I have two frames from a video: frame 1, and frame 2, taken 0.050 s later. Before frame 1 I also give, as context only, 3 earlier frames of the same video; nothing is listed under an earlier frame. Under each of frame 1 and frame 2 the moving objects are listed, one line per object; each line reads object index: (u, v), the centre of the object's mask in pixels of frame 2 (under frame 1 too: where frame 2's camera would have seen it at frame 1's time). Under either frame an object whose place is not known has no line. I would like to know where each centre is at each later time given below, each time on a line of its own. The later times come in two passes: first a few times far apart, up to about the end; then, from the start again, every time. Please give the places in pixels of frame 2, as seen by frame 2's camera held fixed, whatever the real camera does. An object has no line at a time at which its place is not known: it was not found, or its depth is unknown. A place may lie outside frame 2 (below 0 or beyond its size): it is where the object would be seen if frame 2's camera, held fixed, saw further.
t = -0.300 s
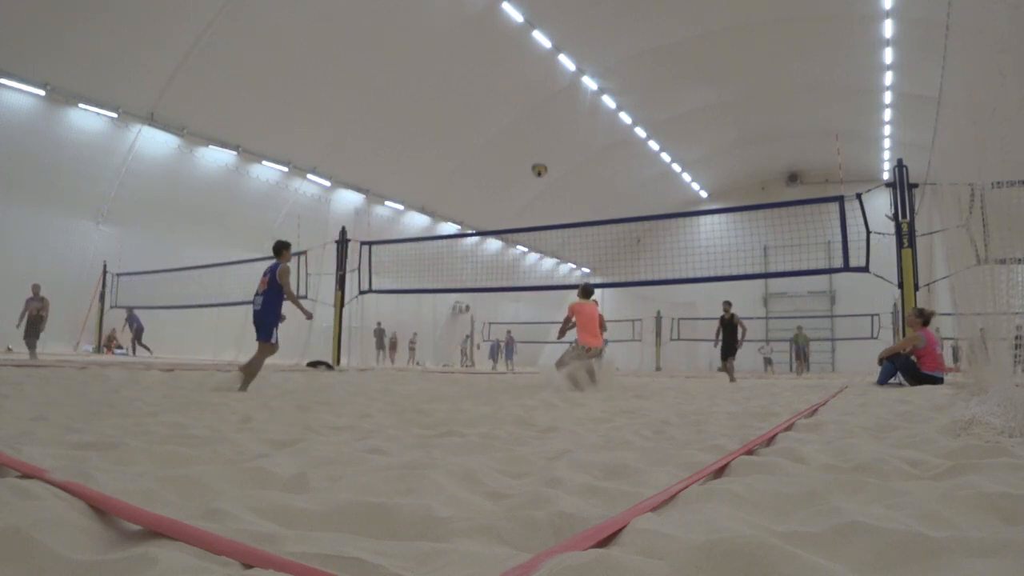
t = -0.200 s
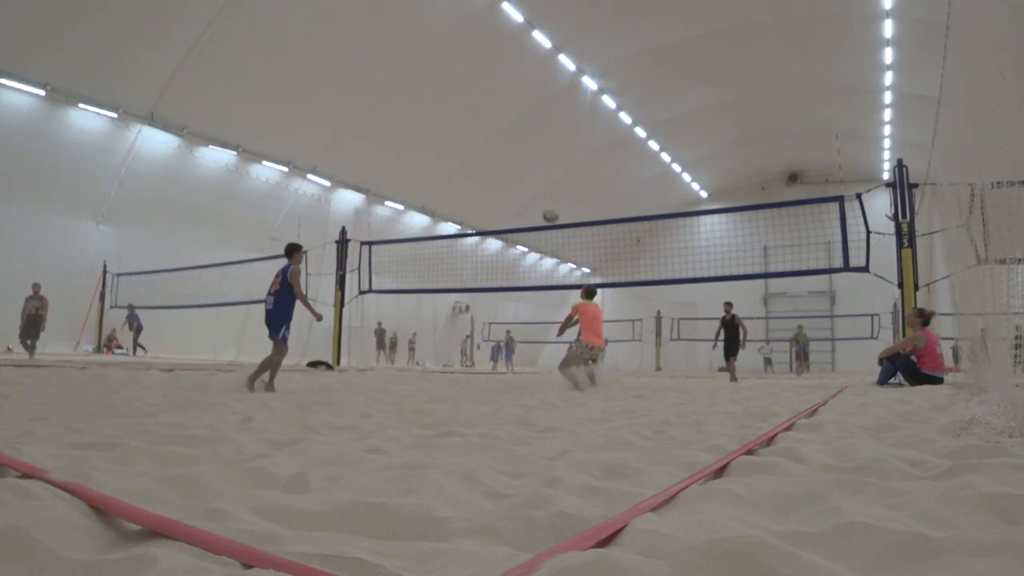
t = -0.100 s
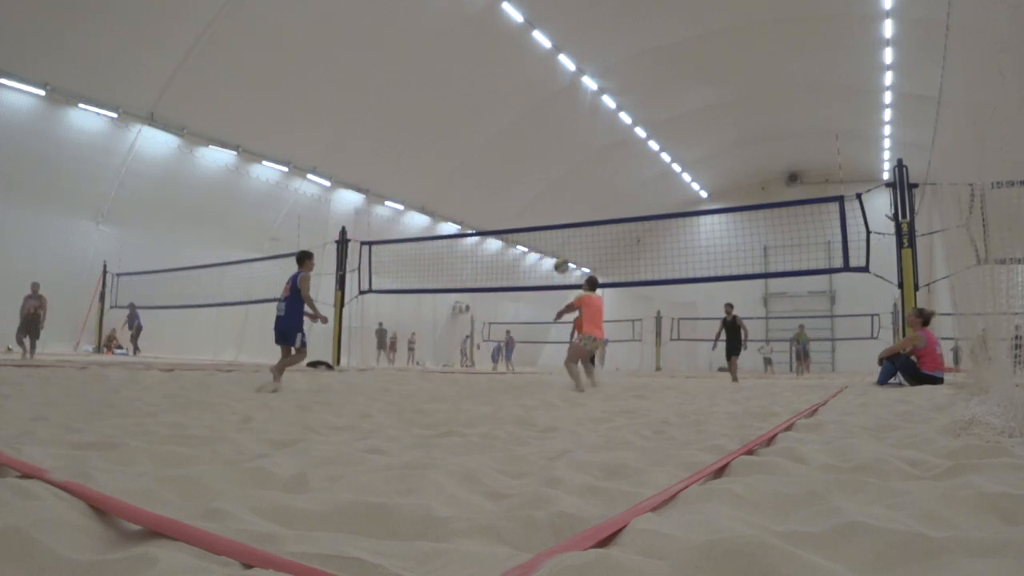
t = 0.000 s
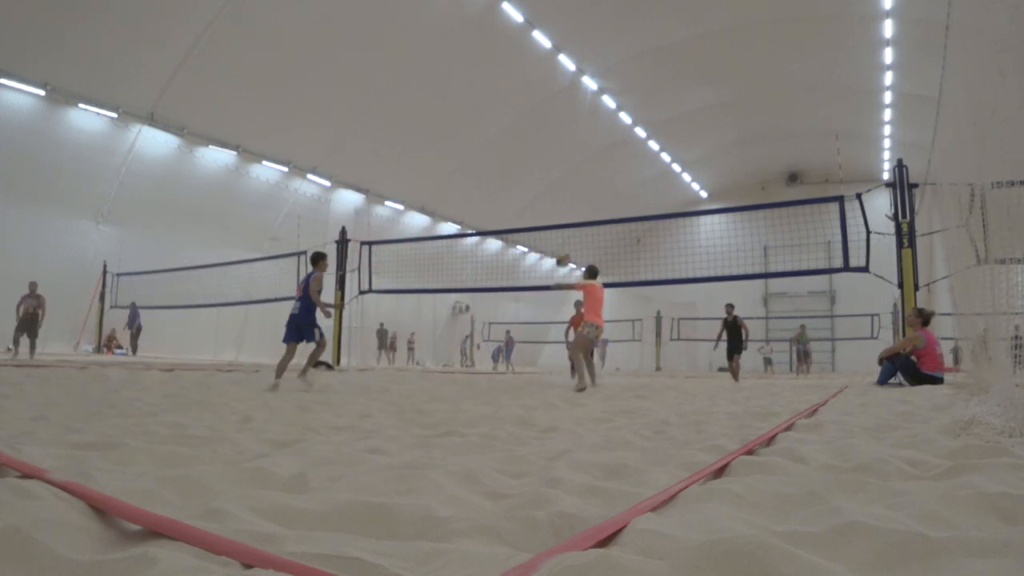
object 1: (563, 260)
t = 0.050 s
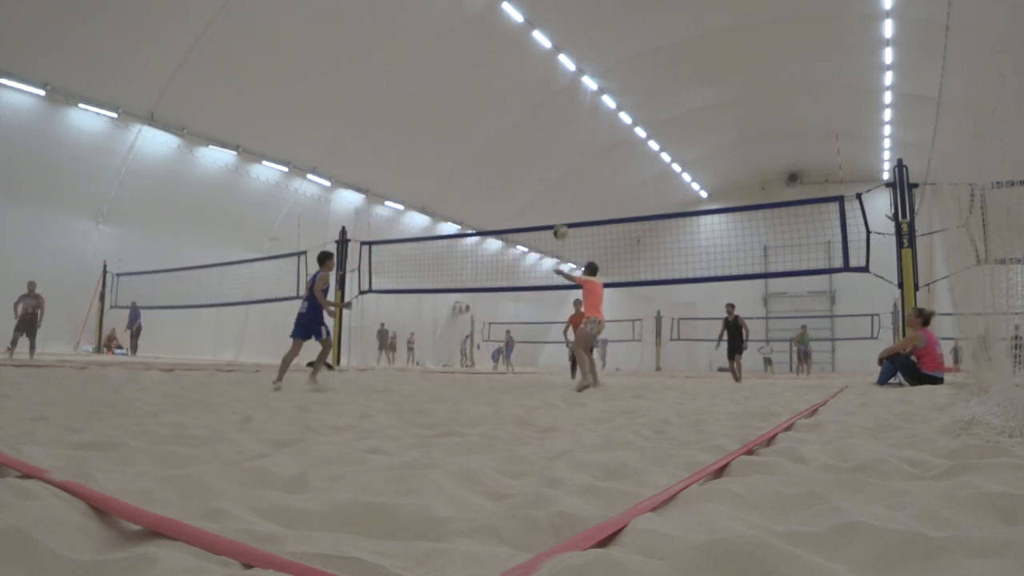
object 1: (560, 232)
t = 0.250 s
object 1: (549, 141)
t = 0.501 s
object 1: (536, 73)
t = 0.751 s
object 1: (524, 46)
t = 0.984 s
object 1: (513, 53)
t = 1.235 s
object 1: (501, 96)
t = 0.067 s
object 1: (559, 224)
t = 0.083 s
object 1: (558, 215)
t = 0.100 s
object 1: (557, 207)
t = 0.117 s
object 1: (556, 199)
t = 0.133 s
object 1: (555, 191)
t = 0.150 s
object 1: (554, 183)
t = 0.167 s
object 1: (552, 176)
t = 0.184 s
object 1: (552, 169)
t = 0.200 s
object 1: (551, 161)
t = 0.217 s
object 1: (550, 154)
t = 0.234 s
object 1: (549, 148)
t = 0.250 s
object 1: (549, 141)
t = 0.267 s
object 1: (548, 135)
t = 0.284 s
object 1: (547, 130)
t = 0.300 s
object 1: (546, 125)
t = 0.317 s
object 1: (546, 120)
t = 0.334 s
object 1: (545, 114)
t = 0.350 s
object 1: (544, 109)
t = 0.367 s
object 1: (543, 104)
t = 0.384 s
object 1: (542, 99)
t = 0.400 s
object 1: (541, 95)
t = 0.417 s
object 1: (540, 91)
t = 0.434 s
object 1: (539, 87)
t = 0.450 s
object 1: (539, 83)
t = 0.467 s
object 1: (538, 80)
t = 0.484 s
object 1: (537, 76)
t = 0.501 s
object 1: (536, 73)
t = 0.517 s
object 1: (536, 70)
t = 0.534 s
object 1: (535, 67)
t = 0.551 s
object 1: (534, 64)
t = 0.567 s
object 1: (533, 62)
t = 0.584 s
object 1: (532, 60)
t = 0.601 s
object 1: (531, 58)
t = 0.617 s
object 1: (530, 55)
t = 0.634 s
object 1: (530, 54)
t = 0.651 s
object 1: (529, 52)
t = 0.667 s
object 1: (528, 51)
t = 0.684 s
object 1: (527, 49)
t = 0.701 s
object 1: (526, 49)
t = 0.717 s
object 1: (525, 48)
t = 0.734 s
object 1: (524, 47)
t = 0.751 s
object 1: (524, 46)
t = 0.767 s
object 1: (523, 45)
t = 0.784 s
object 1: (523, 44)
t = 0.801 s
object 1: (522, 44)
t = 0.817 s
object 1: (521, 44)
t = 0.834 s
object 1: (521, 45)
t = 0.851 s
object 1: (520, 45)
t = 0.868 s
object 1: (519, 46)
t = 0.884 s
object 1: (518, 46)
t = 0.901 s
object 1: (517, 47)
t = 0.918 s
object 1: (517, 48)
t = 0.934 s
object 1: (515, 48)
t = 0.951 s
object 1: (515, 50)
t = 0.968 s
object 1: (514, 51)
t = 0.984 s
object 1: (513, 53)
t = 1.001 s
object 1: (512, 54)
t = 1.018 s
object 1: (511, 56)
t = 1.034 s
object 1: (510, 58)
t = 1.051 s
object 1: (510, 61)
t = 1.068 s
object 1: (509, 63)
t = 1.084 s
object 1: (509, 65)
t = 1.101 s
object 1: (507, 68)
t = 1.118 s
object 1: (507, 71)
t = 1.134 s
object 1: (505, 74)
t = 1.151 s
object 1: (505, 77)
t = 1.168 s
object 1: (504, 81)
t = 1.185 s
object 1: (503, 85)
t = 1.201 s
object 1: (502, 89)
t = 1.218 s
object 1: (501, 92)
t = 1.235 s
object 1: (501, 96)
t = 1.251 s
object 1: (500, 100)
